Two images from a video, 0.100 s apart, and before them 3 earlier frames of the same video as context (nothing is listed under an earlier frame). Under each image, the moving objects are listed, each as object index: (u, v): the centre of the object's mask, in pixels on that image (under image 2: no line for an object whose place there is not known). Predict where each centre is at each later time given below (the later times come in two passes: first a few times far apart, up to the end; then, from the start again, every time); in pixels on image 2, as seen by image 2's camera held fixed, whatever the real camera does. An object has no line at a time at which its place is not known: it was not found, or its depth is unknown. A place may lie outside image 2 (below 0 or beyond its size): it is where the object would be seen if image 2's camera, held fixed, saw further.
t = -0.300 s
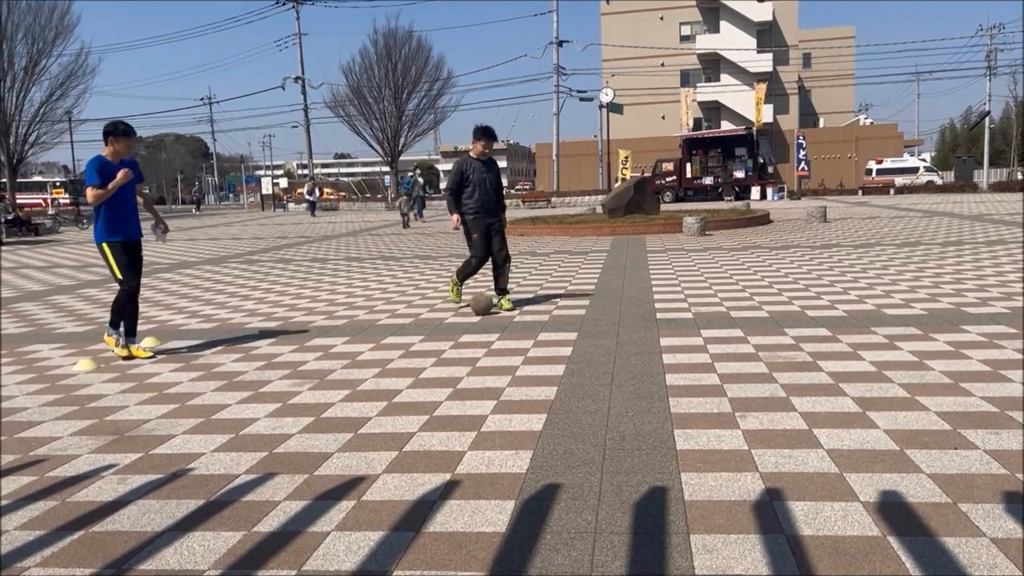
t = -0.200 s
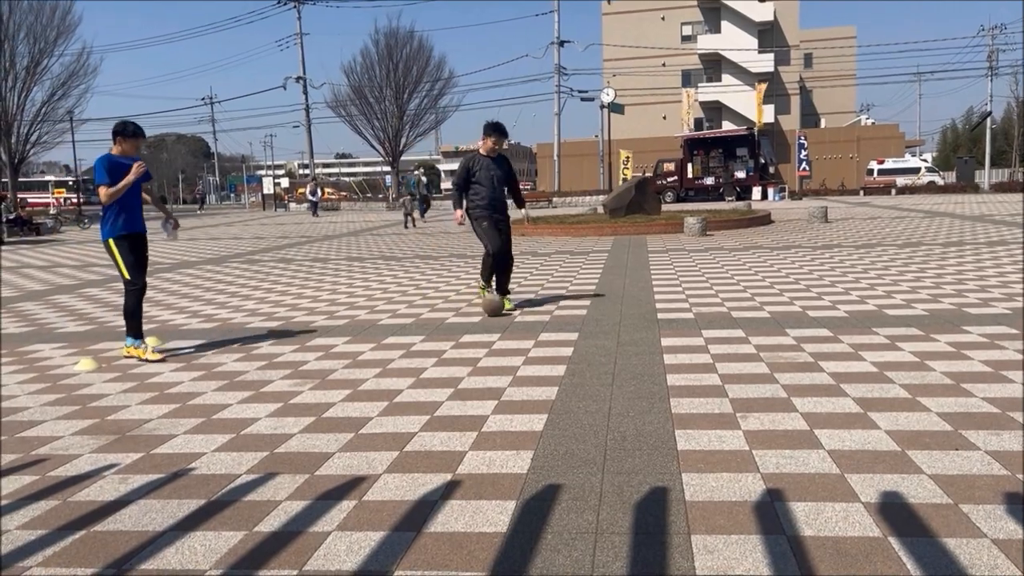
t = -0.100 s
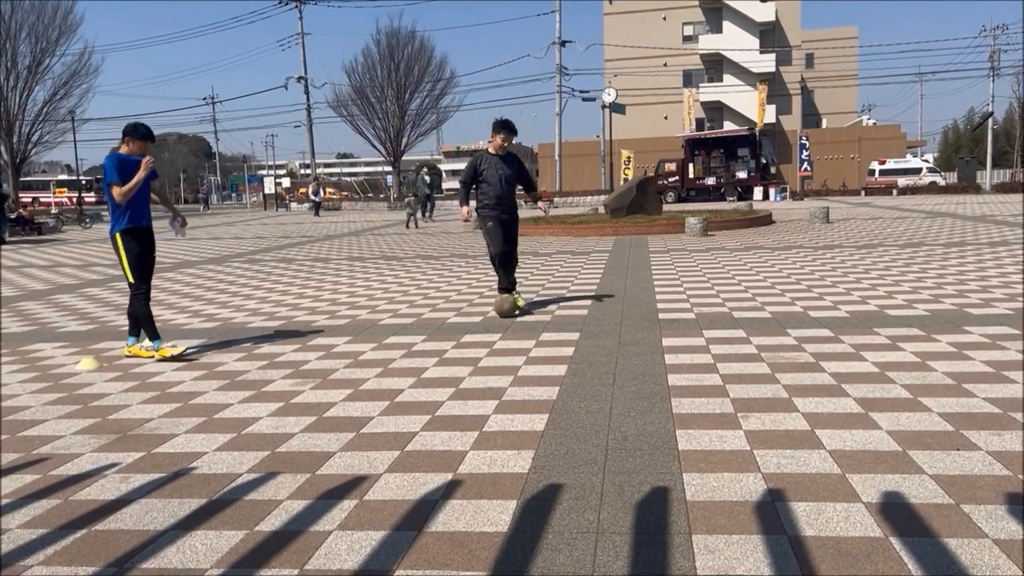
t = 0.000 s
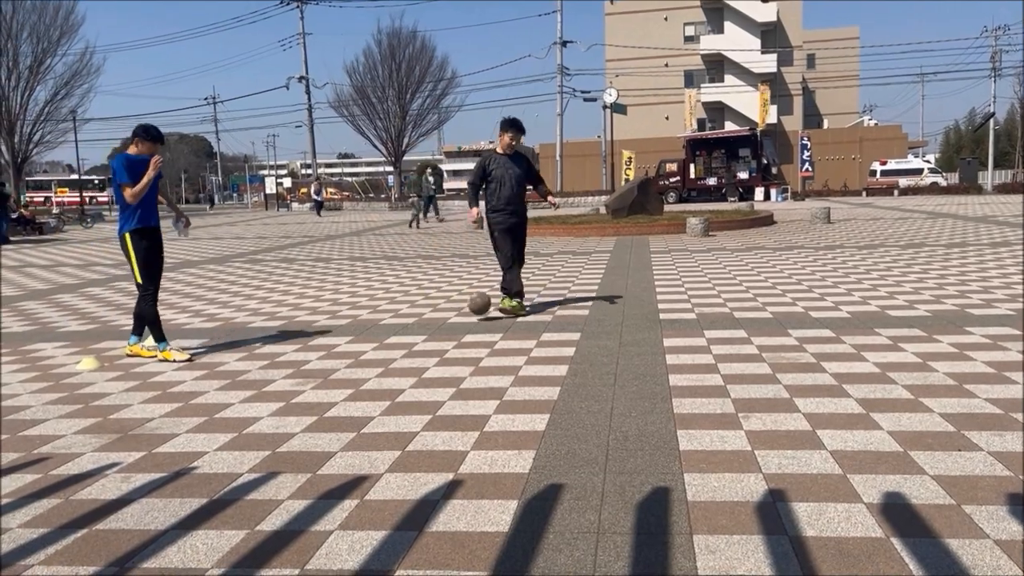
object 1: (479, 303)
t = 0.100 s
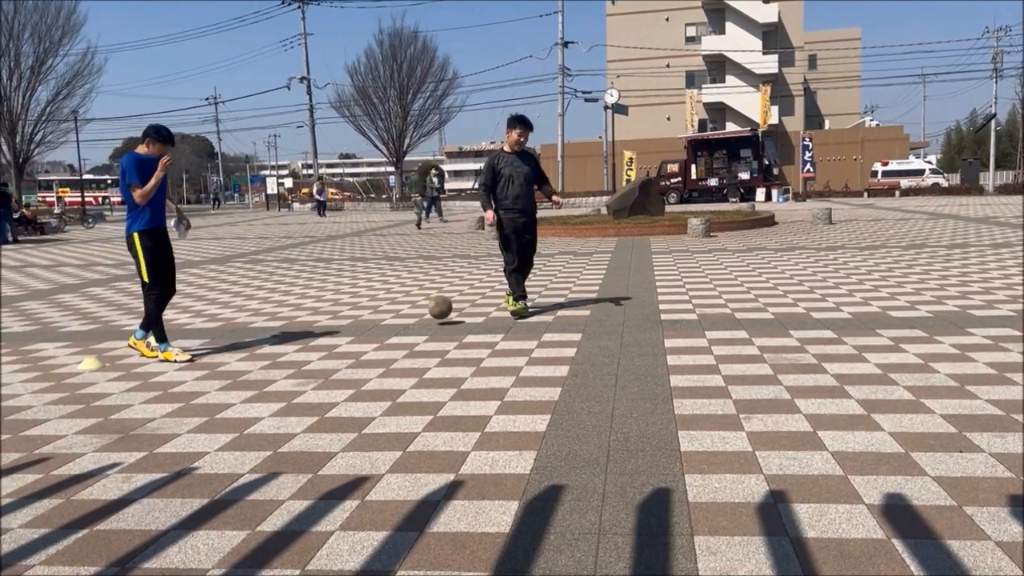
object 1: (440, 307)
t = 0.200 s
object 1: (404, 315)
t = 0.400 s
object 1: (349, 322)
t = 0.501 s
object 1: (322, 325)
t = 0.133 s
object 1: (427, 311)
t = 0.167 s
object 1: (413, 316)
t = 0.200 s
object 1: (404, 315)
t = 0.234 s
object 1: (394, 315)
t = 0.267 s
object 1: (385, 316)
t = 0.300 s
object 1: (376, 318)
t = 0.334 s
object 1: (367, 320)
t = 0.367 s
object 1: (357, 320)
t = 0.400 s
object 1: (349, 322)
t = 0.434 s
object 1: (340, 323)
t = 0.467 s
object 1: (331, 324)
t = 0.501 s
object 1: (322, 325)
